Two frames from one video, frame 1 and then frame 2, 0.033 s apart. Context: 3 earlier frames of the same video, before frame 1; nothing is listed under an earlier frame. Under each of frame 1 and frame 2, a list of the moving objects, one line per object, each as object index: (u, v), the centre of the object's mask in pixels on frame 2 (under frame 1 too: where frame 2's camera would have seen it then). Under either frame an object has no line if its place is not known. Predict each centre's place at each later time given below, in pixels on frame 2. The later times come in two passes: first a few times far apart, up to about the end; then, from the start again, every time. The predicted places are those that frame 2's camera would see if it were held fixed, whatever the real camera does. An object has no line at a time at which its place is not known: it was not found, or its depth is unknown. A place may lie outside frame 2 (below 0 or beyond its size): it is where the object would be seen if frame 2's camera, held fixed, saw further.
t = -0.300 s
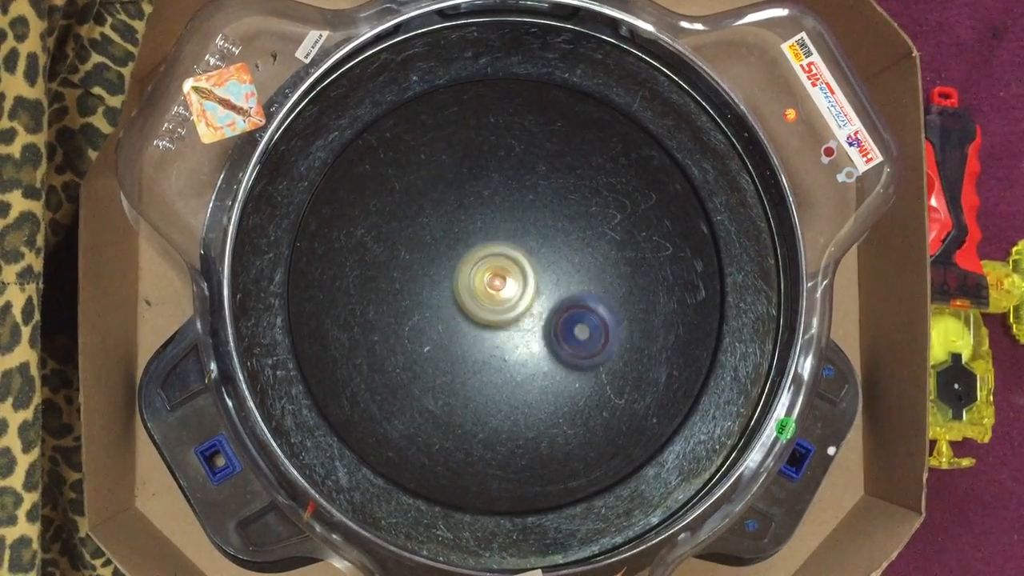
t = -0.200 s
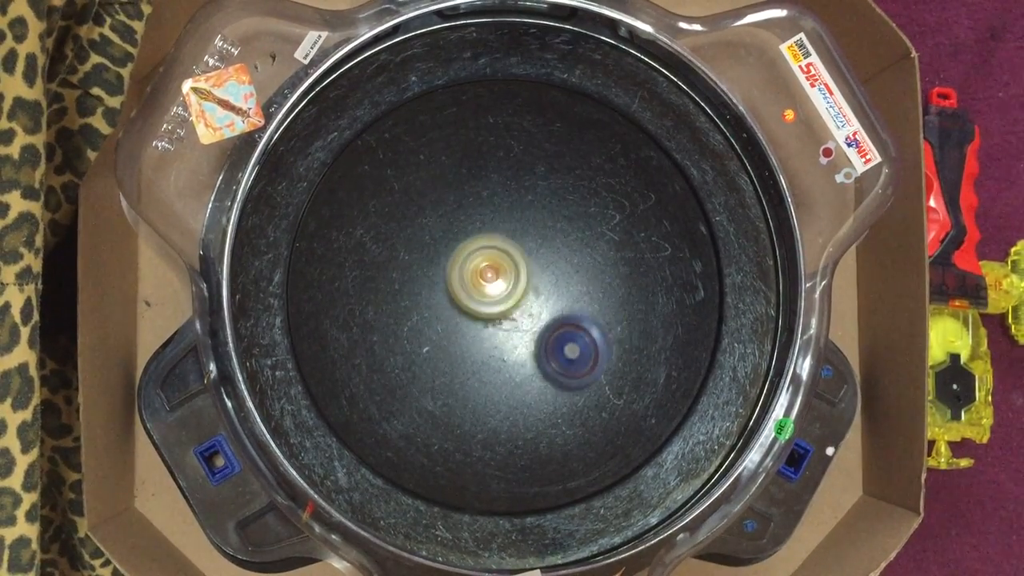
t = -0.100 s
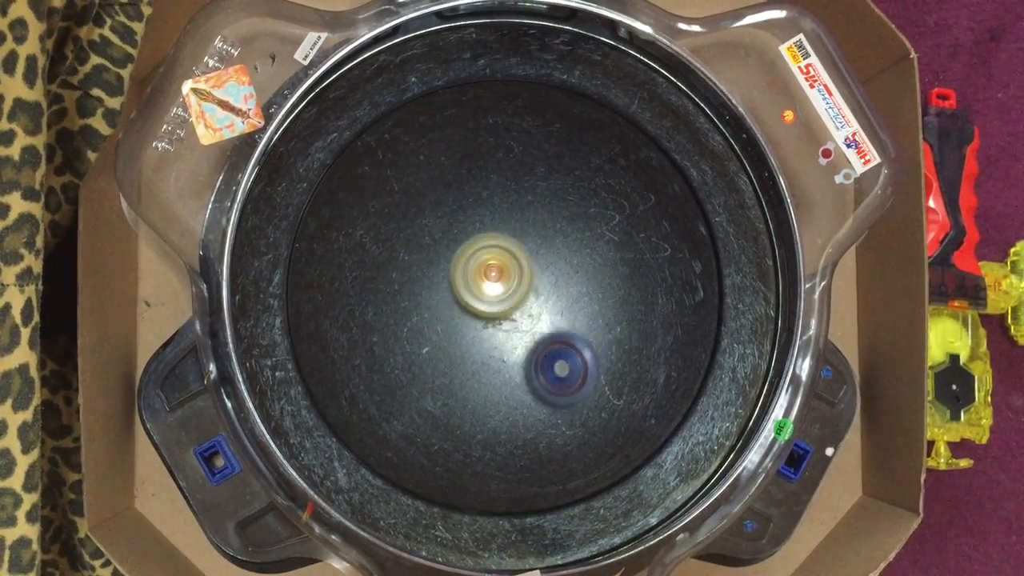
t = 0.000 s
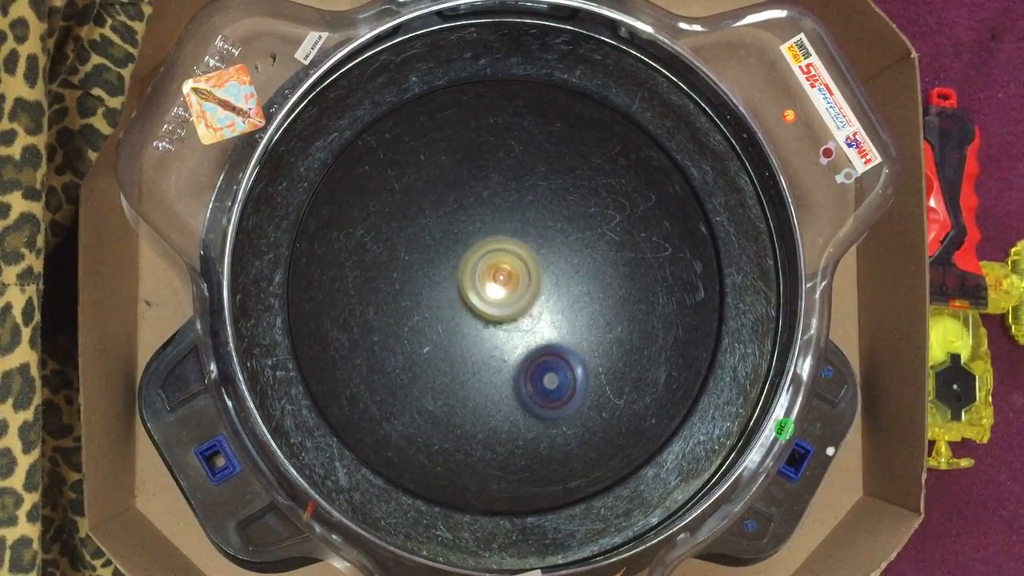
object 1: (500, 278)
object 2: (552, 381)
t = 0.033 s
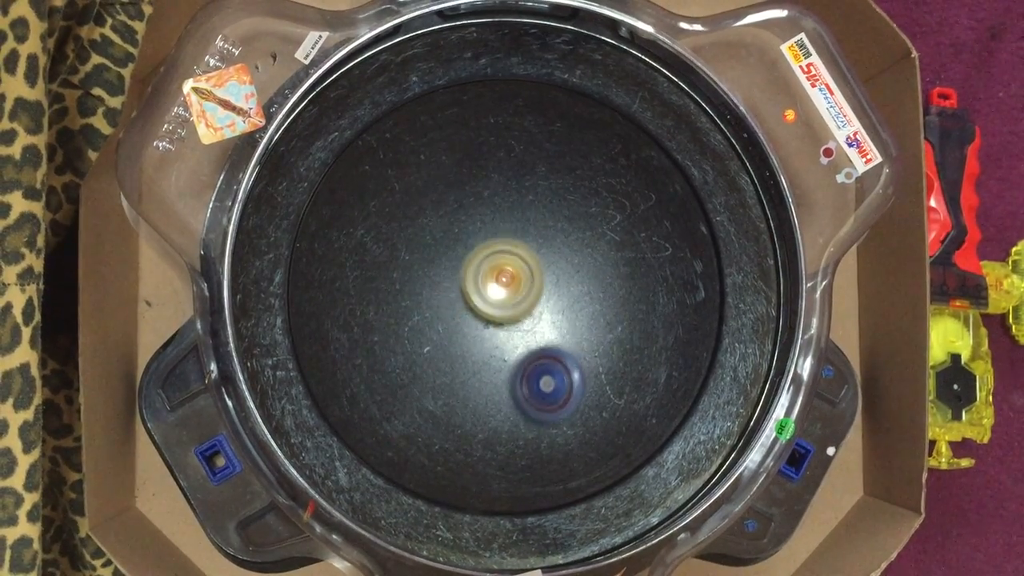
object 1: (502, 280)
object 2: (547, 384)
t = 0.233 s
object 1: (511, 295)
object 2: (520, 392)
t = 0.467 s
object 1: (512, 298)
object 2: (483, 386)
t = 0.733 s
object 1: (506, 297)
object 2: (443, 363)
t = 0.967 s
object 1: (501, 295)
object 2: (419, 330)
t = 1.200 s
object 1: (539, 292)
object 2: (356, 294)
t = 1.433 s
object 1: (535, 291)
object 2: (336, 272)
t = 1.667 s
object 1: (517, 290)
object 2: (425, 252)
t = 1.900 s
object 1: (568, 348)
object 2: (445, 146)
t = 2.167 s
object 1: (542, 326)
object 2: (489, 143)
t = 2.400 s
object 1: (512, 332)
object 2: (564, 230)
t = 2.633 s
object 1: (486, 345)
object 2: (644, 250)
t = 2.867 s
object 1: (474, 308)
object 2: (628, 308)
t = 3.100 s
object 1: (464, 258)
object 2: (537, 371)
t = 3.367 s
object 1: (480, 236)
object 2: (454, 384)
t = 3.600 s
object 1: (508, 244)
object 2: (428, 351)
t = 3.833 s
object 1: (543, 264)
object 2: (433, 284)
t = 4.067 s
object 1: (563, 295)
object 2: (455, 226)
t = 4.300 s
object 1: (552, 328)
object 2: (486, 203)
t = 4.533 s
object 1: (523, 349)
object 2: (535, 220)
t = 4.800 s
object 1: (482, 341)
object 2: (585, 270)
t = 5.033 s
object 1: (459, 313)
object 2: (600, 322)
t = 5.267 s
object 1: (455, 274)
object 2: (568, 366)
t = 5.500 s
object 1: (474, 245)
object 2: (499, 382)
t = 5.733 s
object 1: (512, 240)
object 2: (434, 362)
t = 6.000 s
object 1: (550, 263)
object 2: (403, 293)
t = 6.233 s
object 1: (562, 299)
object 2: (431, 229)
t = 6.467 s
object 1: (543, 334)
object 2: (498, 197)
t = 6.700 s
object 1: (506, 351)
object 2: (571, 215)
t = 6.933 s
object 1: (471, 334)
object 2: (606, 277)
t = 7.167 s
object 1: (452, 296)
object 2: (587, 354)
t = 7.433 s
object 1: (467, 250)
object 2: (509, 396)
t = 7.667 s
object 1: (502, 235)
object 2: (436, 367)
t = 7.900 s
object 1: (542, 255)
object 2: (406, 292)
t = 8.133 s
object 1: (564, 296)
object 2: (445, 216)
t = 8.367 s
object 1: (551, 333)
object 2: (534, 182)
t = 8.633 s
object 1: (507, 349)
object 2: (550, 233)
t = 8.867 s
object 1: (437, 336)
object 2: (559, 273)
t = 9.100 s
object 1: (407, 293)
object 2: (596, 296)
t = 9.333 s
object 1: (440, 245)
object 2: (575, 347)
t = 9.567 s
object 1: (516, 216)
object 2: (506, 345)
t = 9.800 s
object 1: (584, 235)
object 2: (478, 288)
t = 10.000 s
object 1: (602, 281)
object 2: (503, 247)
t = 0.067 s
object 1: (504, 283)
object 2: (543, 387)
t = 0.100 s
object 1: (506, 285)
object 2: (539, 390)
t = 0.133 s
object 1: (508, 287)
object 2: (534, 391)
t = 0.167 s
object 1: (509, 290)
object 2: (530, 392)
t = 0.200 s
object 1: (510, 292)
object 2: (525, 393)
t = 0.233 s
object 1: (511, 295)
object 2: (520, 392)
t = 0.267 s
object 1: (512, 298)
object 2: (515, 392)
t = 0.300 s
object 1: (512, 300)
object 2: (510, 390)
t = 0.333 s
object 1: (512, 301)
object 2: (505, 389)
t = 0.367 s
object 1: (512, 300)
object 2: (499, 388)
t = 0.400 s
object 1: (512, 300)
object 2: (494, 388)
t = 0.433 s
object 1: (512, 299)
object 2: (488, 387)
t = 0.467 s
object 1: (512, 298)
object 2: (483, 386)
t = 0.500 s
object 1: (511, 298)
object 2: (477, 384)
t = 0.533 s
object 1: (510, 298)
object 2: (471, 383)
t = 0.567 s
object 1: (510, 297)
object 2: (467, 381)
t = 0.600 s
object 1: (509, 297)
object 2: (461, 377)
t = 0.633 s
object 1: (508, 297)
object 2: (457, 374)
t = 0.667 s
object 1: (507, 297)
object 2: (453, 373)
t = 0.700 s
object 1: (507, 297)
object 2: (448, 367)
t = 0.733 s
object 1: (506, 297)
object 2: (443, 363)
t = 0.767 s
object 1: (505, 296)
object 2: (438, 360)
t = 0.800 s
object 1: (504, 296)
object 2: (434, 355)
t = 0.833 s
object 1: (503, 296)
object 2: (431, 350)
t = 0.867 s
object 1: (503, 296)
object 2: (427, 345)
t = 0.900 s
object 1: (502, 296)
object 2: (424, 340)
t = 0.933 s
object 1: (502, 296)
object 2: (421, 336)
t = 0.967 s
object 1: (501, 295)
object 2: (419, 330)
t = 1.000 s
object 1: (501, 295)
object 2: (418, 322)
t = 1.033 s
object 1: (500, 294)
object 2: (414, 318)
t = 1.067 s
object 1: (502, 295)
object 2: (409, 311)
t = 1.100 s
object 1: (515, 294)
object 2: (396, 306)
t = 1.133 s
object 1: (526, 292)
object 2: (379, 302)
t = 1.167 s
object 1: (533, 292)
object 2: (367, 298)
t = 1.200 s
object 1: (539, 292)
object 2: (356, 294)
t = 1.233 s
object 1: (542, 292)
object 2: (347, 290)
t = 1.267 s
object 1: (544, 292)
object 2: (340, 287)
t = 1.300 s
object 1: (543, 292)
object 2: (333, 282)
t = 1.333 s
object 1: (542, 292)
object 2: (330, 280)
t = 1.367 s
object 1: (540, 292)
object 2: (330, 278)
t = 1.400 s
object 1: (538, 292)
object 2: (332, 275)
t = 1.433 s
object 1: (535, 291)
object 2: (336, 272)
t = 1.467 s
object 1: (533, 292)
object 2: (345, 270)
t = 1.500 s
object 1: (529, 292)
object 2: (354, 268)
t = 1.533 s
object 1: (526, 291)
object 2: (366, 265)
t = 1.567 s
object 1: (523, 291)
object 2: (379, 263)
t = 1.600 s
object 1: (521, 291)
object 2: (393, 259)
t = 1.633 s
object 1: (519, 290)
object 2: (409, 255)
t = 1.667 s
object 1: (517, 290)
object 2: (425, 252)
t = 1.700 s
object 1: (518, 292)
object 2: (441, 247)
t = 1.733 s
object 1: (535, 309)
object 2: (441, 227)
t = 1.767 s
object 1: (548, 323)
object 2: (441, 207)
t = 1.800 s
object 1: (559, 335)
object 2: (442, 189)
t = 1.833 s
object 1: (566, 342)
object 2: (442, 174)
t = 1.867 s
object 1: (568, 347)
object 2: (442, 159)
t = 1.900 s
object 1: (568, 348)
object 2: (445, 146)
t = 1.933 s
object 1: (567, 348)
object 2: (448, 135)
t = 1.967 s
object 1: (565, 346)
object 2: (451, 129)
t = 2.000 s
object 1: (562, 344)
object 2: (456, 123)
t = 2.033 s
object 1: (558, 340)
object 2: (461, 121)
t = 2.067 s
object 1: (554, 337)
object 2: (467, 122)
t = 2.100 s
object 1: (550, 333)
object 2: (474, 127)
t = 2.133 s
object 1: (546, 329)
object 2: (481, 134)
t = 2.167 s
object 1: (542, 326)
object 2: (489, 143)
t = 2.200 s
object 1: (539, 322)
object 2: (499, 154)
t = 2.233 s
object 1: (537, 319)
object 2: (507, 168)
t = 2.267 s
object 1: (534, 316)
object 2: (517, 184)
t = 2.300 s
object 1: (531, 313)
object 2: (527, 201)
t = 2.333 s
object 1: (528, 310)
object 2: (536, 218)
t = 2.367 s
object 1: (521, 319)
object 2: (549, 229)
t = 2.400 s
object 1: (512, 332)
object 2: (564, 230)
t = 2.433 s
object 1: (504, 343)
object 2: (579, 231)
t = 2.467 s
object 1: (498, 349)
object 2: (593, 231)
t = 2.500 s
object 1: (493, 351)
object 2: (605, 233)
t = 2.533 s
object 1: (491, 352)
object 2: (618, 237)
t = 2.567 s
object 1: (489, 350)
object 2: (629, 241)
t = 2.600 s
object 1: (487, 348)
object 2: (638, 245)
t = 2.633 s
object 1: (486, 345)
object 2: (644, 250)
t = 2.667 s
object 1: (485, 341)
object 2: (648, 257)
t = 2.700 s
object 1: (485, 337)
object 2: (650, 264)
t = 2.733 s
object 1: (483, 332)
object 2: (650, 271)
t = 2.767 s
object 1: (482, 327)
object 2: (647, 280)
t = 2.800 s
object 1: (479, 321)
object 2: (643, 288)
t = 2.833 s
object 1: (478, 315)
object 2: (636, 299)
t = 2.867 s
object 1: (474, 308)
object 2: (628, 308)
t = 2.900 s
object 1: (472, 301)
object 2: (616, 318)
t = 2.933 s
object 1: (470, 294)
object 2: (605, 327)
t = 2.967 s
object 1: (468, 286)
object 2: (591, 338)
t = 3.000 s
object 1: (466, 279)
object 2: (580, 347)
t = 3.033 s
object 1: (465, 272)
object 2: (566, 355)
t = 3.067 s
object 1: (464, 264)
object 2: (551, 363)
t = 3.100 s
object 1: (464, 258)
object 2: (537, 371)
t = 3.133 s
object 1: (464, 253)
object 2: (523, 376)
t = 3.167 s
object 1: (465, 247)
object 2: (510, 381)
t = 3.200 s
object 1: (466, 243)
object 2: (498, 384)
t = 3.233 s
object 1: (468, 240)
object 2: (489, 386)
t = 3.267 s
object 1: (471, 239)
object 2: (478, 387)
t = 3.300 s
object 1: (473, 237)
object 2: (469, 388)
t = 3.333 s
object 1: (477, 236)
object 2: (461, 386)
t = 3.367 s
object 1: (480, 236)
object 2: (454, 384)
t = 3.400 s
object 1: (484, 236)
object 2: (447, 382)
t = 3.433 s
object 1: (487, 237)
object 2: (443, 380)
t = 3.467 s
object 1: (491, 239)
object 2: (438, 375)
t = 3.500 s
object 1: (495, 239)
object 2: (434, 370)
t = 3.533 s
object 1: (499, 241)
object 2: (433, 363)
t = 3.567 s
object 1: (503, 242)
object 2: (430, 357)
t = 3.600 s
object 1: (508, 244)
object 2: (428, 351)
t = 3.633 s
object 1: (513, 247)
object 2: (428, 343)
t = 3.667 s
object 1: (518, 249)
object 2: (427, 334)
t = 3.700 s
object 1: (523, 251)
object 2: (427, 325)
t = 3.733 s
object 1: (527, 254)
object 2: (428, 315)
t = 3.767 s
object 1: (533, 257)
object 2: (431, 302)
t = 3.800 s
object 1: (539, 260)
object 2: (432, 293)
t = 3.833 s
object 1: (543, 264)
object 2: (433, 284)
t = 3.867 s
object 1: (549, 268)
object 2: (435, 275)
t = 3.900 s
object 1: (553, 272)
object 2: (436, 266)
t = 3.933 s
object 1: (555, 277)
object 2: (439, 257)
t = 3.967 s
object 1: (558, 281)
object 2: (444, 248)
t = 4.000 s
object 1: (561, 286)
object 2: (447, 240)
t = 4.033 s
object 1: (562, 290)
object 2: (450, 233)
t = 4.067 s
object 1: (563, 295)
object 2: (455, 226)
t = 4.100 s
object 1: (564, 300)
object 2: (458, 222)
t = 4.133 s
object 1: (562, 305)
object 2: (461, 217)
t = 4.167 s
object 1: (562, 309)
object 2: (466, 213)
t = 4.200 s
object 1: (560, 315)
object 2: (470, 209)
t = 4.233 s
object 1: (557, 319)
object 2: (477, 205)
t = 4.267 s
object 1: (554, 323)
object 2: (482, 204)
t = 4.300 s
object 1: (552, 328)
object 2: (486, 203)
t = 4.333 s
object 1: (548, 332)
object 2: (493, 202)
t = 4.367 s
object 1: (545, 335)
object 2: (500, 203)
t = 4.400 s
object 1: (541, 339)
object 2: (507, 205)
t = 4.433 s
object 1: (536, 342)
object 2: (514, 208)
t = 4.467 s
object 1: (532, 344)
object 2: (520, 212)
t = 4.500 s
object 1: (527, 347)
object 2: (527, 215)
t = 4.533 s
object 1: (523, 349)
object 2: (535, 220)
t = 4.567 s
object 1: (517, 349)
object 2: (542, 225)
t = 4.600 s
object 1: (512, 349)
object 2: (550, 231)
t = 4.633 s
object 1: (508, 349)
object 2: (556, 237)
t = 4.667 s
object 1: (503, 348)
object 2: (562, 243)
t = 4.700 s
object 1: (498, 347)
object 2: (569, 250)
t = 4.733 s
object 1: (493, 345)
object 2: (575, 256)
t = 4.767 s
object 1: (488, 344)
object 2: (580, 262)
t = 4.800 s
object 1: (482, 341)
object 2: (585, 270)
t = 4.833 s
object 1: (478, 338)
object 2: (590, 277)
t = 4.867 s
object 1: (474, 336)
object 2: (593, 283)
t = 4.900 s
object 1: (470, 332)
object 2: (596, 291)
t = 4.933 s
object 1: (466, 328)
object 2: (599, 299)
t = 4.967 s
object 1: (464, 323)
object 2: (600, 306)
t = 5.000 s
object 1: (461, 318)
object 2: (600, 314)
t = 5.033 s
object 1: (459, 313)
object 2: (600, 322)
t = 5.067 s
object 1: (457, 308)
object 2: (599, 329)
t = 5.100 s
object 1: (456, 302)
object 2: (597, 336)
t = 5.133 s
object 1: (455, 296)
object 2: (593, 344)
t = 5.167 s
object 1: (454, 291)
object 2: (588, 349)
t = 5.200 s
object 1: (453, 285)
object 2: (582, 356)
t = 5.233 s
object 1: (454, 279)
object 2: (576, 361)
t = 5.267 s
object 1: (455, 274)
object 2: (568, 366)
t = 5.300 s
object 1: (456, 268)
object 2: (560, 372)
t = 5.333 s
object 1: (458, 263)
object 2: (551, 376)
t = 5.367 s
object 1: (460, 258)
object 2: (541, 379)
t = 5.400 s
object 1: (463, 254)
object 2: (530, 380)
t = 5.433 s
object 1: (467, 251)
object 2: (520, 382)
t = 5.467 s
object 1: (470, 248)
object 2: (510, 383)
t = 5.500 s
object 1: (474, 245)
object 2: (499, 382)
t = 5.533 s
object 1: (479, 243)
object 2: (490, 382)
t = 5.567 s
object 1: (484, 241)
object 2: (481, 380)
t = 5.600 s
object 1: (489, 241)
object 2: (471, 378)
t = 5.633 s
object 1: (495, 240)
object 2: (462, 376)
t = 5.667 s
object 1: (500, 240)
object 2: (453, 372)
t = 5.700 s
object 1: (505, 239)
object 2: (443, 367)
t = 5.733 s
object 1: (512, 240)
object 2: (434, 362)
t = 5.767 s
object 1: (518, 242)
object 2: (429, 355)
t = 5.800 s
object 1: (523, 244)
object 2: (422, 350)
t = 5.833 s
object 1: (527, 246)
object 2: (414, 340)
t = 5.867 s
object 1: (532, 248)
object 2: (410, 331)
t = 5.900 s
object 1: (538, 251)
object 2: (408, 323)
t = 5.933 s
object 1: (543, 255)
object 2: (402, 315)
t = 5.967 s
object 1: (547, 258)
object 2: (402, 304)
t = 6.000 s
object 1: (550, 263)
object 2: (403, 293)
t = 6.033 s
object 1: (554, 267)
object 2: (403, 283)
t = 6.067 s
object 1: (556, 272)
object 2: (404, 274)
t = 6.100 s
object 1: (559, 277)
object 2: (408, 264)
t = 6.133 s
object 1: (561, 282)
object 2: (413, 255)
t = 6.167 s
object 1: (562, 288)
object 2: (419, 245)
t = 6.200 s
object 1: (562, 294)
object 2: (424, 237)
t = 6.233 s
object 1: (562, 299)
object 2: (431, 229)
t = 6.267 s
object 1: (562, 304)
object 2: (439, 222)
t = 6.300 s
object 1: (561, 309)
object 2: (447, 216)
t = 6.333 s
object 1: (559, 315)
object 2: (456, 210)
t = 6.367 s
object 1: (556, 320)
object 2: (465, 206)
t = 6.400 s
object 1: (552, 324)
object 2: (476, 203)
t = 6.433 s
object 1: (548, 329)
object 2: (487, 199)
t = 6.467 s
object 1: (543, 334)
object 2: (498, 197)
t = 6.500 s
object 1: (539, 339)
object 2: (510, 197)
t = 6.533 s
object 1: (534, 343)
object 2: (521, 197)
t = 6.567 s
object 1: (528, 346)
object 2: (532, 198)
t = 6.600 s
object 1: (522, 348)
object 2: (541, 201)
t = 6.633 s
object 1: (516, 349)
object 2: (551, 204)
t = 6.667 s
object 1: (511, 350)
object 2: (560, 210)
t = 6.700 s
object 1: (506, 351)
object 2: (571, 215)
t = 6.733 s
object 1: (501, 350)
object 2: (577, 221)
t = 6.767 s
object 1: (496, 349)
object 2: (587, 228)
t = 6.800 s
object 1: (490, 348)
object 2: (594, 237)
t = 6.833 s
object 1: (485, 345)
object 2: (599, 247)
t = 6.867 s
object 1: (479, 342)
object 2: (602, 256)
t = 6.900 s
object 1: (475, 338)
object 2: (605, 266)
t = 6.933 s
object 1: (471, 334)
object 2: (606, 277)
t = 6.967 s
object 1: (467, 330)
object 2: (607, 289)
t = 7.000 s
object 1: (464, 325)
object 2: (608, 301)
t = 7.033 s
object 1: (460, 320)
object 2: (606, 310)
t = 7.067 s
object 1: (457, 314)
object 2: (603, 322)
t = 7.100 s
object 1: (455, 308)
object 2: (599, 333)
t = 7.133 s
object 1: (453, 302)
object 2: (594, 343)
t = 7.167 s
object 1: (452, 296)
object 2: (587, 354)
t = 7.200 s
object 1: (451, 289)
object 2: (580, 361)
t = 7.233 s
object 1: (452, 282)
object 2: (572, 370)
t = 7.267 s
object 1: (453, 276)
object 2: (562, 377)
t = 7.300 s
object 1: (455, 270)
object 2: (553, 383)
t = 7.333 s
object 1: (457, 264)
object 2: (542, 389)
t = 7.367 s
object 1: (460, 259)
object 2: (531, 393)
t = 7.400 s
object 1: (463, 254)
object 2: (520, 395)
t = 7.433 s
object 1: (467, 250)
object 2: (509, 396)
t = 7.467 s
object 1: (470, 246)
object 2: (497, 396)
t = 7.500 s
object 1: (475, 243)
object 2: (486, 394)
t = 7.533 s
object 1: (480, 241)
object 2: (475, 391)
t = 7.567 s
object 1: (485, 239)
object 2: (464, 386)
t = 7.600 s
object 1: (491, 237)
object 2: (454, 382)
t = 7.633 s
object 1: (497, 236)
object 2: (445, 375)
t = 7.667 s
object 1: (502, 235)
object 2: (436, 367)
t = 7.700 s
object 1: (508, 235)
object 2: (428, 358)
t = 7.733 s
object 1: (514, 236)
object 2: (421, 349)
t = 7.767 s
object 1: (520, 238)
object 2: (415, 338)
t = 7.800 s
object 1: (526, 242)
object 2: (411, 329)
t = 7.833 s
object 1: (531, 245)
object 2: (408, 317)
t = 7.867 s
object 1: (537, 250)
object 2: (406, 304)
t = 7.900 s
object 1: (542, 255)
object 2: (406, 292)
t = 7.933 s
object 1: (546, 260)
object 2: (407, 280)
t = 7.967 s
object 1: (550, 265)
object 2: (410, 269)
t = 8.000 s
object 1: (554, 271)
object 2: (415, 257)
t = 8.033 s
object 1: (557, 277)
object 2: (421, 245)
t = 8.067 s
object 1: (560, 283)
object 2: (428, 235)
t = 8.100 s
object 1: (562, 290)
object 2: (436, 225)
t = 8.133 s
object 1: (564, 296)
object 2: (445, 216)
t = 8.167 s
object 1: (564, 302)
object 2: (457, 207)
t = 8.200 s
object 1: (564, 308)
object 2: (470, 201)
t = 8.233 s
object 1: (563, 313)
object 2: (483, 193)
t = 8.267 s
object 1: (562, 319)
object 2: (497, 190)
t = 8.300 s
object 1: (559, 324)
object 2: (510, 186)
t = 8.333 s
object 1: (556, 329)
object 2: (523, 184)
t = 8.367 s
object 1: (551, 333)
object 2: (534, 182)
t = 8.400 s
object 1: (547, 337)
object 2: (543, 183)
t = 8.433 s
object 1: (542, 340)
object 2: (550, 185)
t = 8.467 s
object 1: (537, 343)
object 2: (555, 191)
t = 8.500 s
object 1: (530, 346)
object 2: (557, 198)
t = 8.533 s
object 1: (524, 348)
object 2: (556, 205)
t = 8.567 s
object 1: (518, 349)
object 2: (555, 215)
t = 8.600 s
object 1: (513, 350)
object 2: (552, 224)
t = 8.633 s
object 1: (507, 349)
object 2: (550, 233)
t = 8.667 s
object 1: (501, 348)
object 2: (546, 242)
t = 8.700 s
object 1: (495, 346)
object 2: (542, 252)
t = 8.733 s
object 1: (489, 343)
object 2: (540, 260)
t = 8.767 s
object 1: (483, 340)
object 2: (537, 267)
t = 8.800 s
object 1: (473, 337)
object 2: (536, 274)
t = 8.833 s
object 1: (452, 339)
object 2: (549, 272)
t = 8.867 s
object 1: (437, 336)
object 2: (559, 273)
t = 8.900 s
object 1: (426, 332)
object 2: (568, 274)
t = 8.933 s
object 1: (419, 326)
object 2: (575, 275)
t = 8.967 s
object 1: (414, 319)
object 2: (581, 276)
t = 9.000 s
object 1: (409, 313)
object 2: (587, 281)
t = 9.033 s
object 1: (407, 306)
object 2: (591, 284)
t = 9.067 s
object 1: (406, 299)
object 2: (595, 289)
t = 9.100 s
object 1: (407, 293)
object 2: (596, 296)
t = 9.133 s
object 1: (408, 286)
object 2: (598, 303)
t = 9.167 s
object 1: (411, 279)
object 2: (598, 309)
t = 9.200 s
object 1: (415, 273)
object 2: (596, 318)
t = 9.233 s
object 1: (420, 265)
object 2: (593, 325)
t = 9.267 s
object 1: (425, 259)
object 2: (588, 333)
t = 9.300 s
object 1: (432, 252)
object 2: (582, 339)
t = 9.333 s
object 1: (440, 245)
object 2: (575, 347)
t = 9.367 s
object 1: (448, 239)
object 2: (566, 351)
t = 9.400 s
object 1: (458, 233)
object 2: (556, 354)
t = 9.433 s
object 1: (468, 228)
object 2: (546, 356)
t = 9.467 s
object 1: (480, 224)
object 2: (536, 356)
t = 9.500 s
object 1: (492, 220)
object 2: (526, 354)
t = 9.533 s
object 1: (504, 218)
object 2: (515, 350)
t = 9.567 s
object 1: (516, 216)
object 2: (506, 345)
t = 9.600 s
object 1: (528, 216)
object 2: (499, 339)
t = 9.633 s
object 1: (540, 216)
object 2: (493, 332)
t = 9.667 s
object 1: (551, 217)
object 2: (486, 323)
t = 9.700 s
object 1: (561, 220)
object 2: (482, 315)
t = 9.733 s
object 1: (570, 224)
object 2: (480, 306)
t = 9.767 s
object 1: (577, 229)
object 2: (478, 296)
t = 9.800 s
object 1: (584, 235)
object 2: (478, 288)
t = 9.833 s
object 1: (590, 242)
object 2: (480, 279)
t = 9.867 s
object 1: (594, 250)
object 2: (482, 269)
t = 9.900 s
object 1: (598, 257)
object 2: (486, 264)
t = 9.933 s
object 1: (601, 265)
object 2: (491, 256)
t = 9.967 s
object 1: (602, 273)
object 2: (497, 251)
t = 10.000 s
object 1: (602, 281)
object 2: (503, 247)
